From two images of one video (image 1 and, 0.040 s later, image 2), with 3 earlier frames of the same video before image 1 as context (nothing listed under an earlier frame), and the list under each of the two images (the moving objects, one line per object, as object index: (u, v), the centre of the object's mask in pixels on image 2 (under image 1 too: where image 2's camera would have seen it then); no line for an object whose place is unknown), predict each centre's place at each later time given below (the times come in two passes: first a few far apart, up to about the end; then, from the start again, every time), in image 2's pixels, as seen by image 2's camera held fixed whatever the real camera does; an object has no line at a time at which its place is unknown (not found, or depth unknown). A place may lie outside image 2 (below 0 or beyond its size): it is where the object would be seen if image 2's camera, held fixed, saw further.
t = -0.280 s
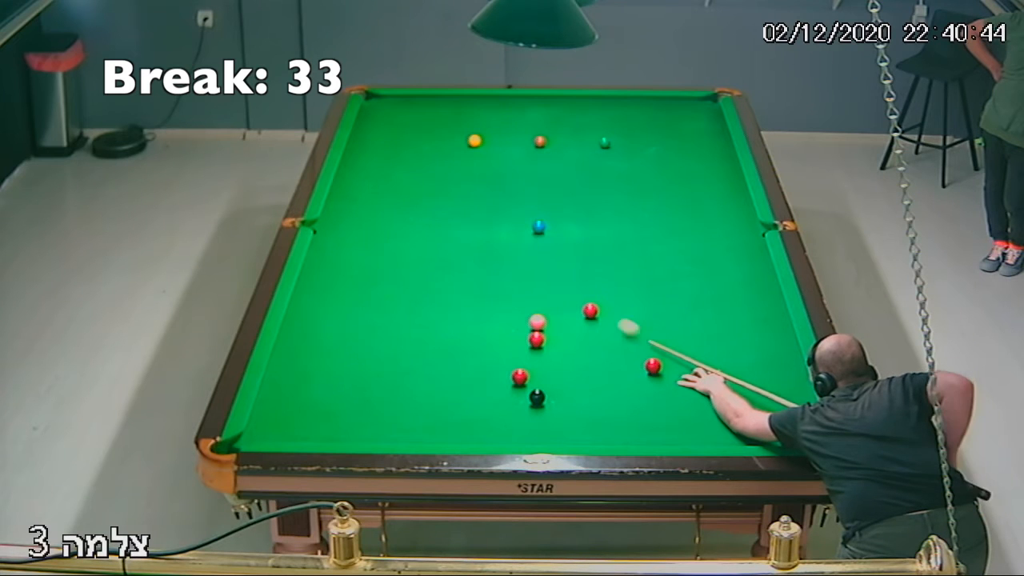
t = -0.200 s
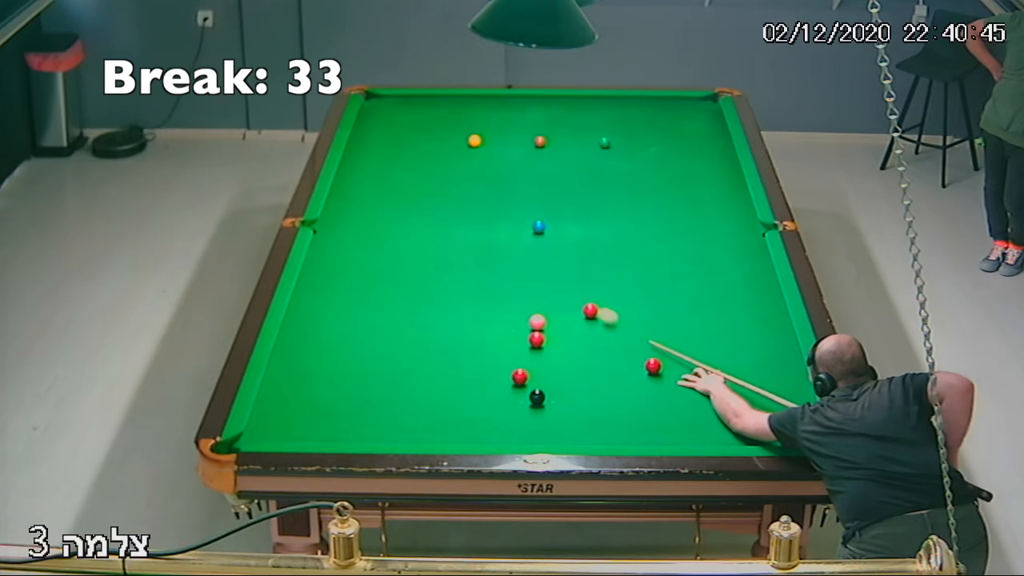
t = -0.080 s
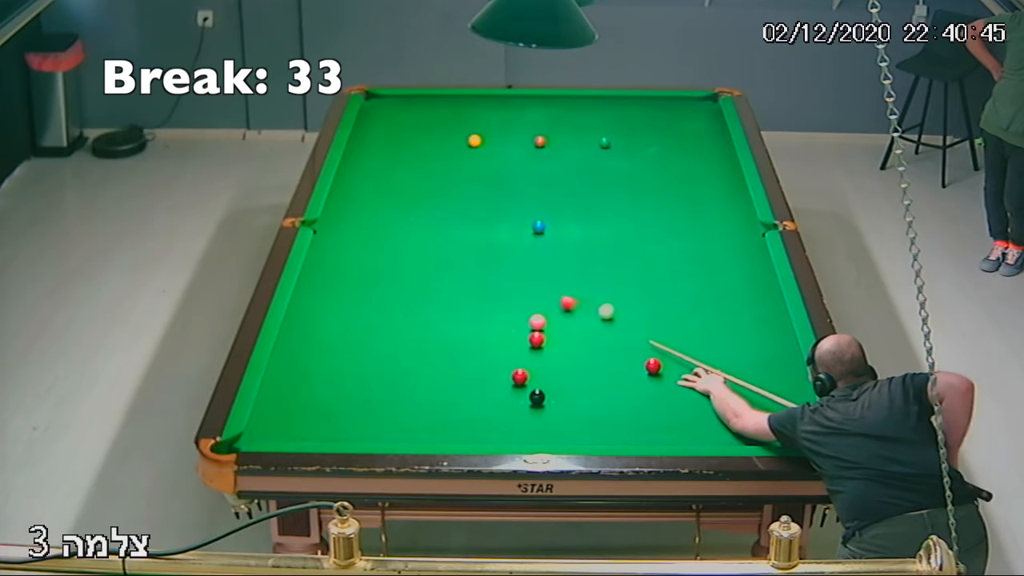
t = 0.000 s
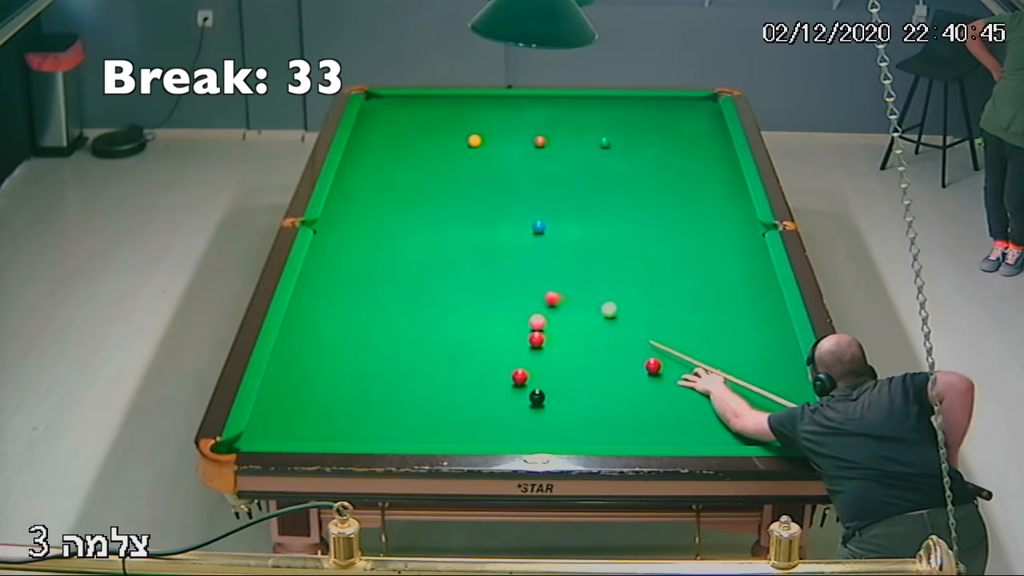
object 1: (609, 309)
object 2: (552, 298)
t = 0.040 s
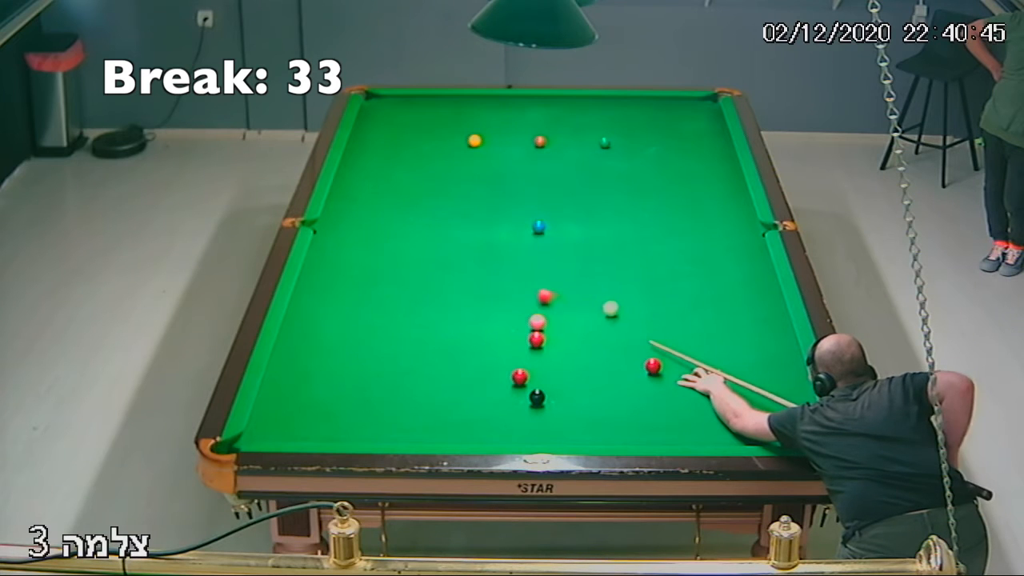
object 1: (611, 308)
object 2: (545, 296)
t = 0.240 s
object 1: (617, 304)
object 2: (509, 285)
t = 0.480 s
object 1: (625, 299)
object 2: (468, 273)
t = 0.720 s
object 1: (632, 294)
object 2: (430, 262)
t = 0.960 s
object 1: (637, 291)
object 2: (394, 251)
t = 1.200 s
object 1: (642, 287)
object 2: (360, 241)
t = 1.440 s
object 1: (647, 284)
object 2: (328, 232)
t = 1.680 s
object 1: (650, 282)
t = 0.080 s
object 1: (612, 307)
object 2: (537, 294)
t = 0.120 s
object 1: (613, 306)
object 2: (530, 292)
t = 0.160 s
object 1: (615, 306)
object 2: (523, 289)
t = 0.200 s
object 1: (616, 305)
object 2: (516, 287)
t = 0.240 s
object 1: (617, 304)
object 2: (509, 285)
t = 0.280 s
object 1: (619, 303)
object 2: (502, 283)
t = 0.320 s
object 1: (620, 302)
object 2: (495, 281)
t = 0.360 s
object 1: (621, 301)
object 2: (488, 279)
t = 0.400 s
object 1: (622, 300)
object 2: (481, 277)
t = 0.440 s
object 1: (624, 300)
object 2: (475, 275)
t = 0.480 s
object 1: (625, 299)
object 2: (468, 273)
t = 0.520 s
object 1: (626, 298)
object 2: (462, 271)
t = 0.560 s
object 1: (627, 297)
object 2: (455, 269)
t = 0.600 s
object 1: (628, 296)
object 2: (449, 267)
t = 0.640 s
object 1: (629, 296)
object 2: (442, 265)
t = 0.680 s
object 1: (630, 295)
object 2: (436, 263)
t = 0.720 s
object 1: (632, 294)
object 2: (430, 262)
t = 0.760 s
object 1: (632, 294)
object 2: (424, 260)
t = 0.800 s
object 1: (634, 293)
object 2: (418, 258)
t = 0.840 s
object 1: (635, 292)
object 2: (412, 256)
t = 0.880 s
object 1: (636, 292)
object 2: (406, 254)
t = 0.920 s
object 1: (637, 291)
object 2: (400, 253)
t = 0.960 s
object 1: (637, 291)
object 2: (394, 251)
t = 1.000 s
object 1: (638, 290)
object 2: (388, 249)
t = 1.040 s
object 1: (639, 289)
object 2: (382, 248)
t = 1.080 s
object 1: (640, 289)
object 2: (376, 246)
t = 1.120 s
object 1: (641, 288)
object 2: (371, 244)
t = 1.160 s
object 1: (641, 288)
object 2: (365, 243)
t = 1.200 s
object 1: (642, 287)
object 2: (360, 241)
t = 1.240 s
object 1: (643, 287)
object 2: (355, 239)
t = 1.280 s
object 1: (644, 286)
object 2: (349, 238)
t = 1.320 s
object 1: (644, 286)
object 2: (344, 236)
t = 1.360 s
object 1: (645, 285)
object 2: (339, 235)
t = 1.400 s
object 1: (646, 285)
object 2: (333, 233)
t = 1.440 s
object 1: (647, 284)
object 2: (328, 232)
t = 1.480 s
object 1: (647, 284)
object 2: (323, 230)
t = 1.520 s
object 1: (648, 283)
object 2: (319, 228)
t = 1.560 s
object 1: (648, 283)
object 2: (315, 226)
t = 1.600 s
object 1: (649, 283)
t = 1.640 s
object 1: (649, 282)
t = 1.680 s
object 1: (650, 282)
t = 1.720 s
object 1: (650, 281)
